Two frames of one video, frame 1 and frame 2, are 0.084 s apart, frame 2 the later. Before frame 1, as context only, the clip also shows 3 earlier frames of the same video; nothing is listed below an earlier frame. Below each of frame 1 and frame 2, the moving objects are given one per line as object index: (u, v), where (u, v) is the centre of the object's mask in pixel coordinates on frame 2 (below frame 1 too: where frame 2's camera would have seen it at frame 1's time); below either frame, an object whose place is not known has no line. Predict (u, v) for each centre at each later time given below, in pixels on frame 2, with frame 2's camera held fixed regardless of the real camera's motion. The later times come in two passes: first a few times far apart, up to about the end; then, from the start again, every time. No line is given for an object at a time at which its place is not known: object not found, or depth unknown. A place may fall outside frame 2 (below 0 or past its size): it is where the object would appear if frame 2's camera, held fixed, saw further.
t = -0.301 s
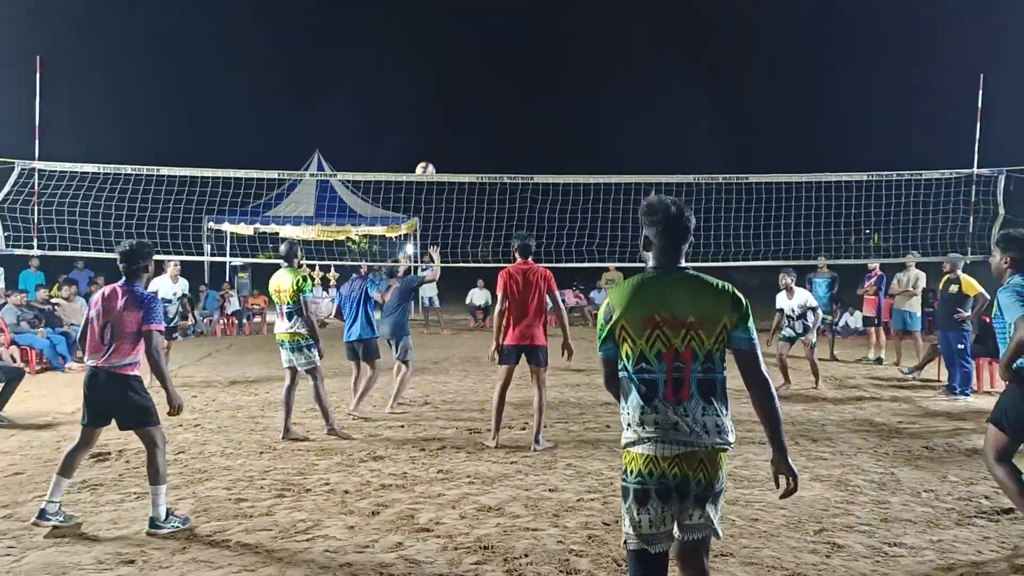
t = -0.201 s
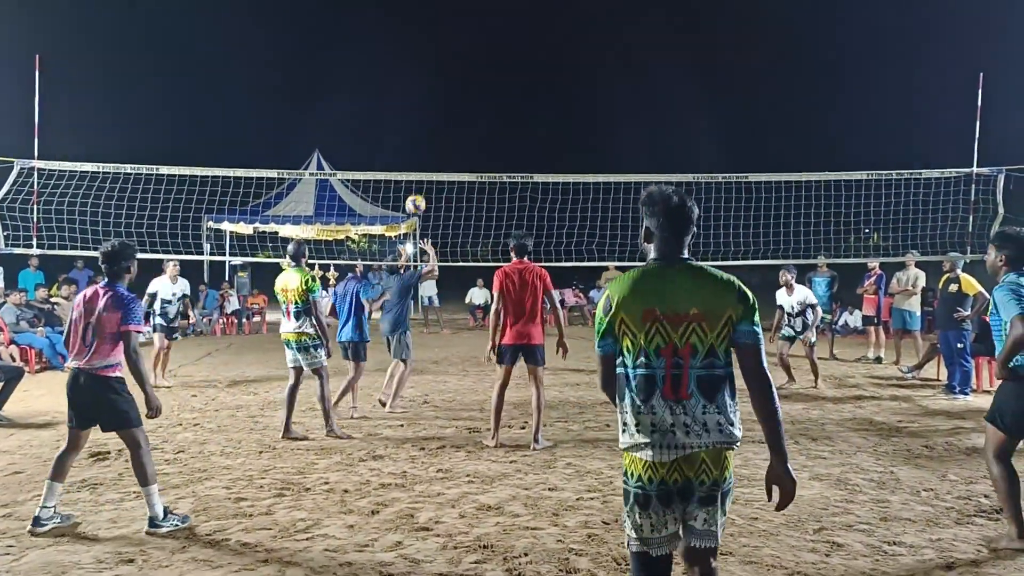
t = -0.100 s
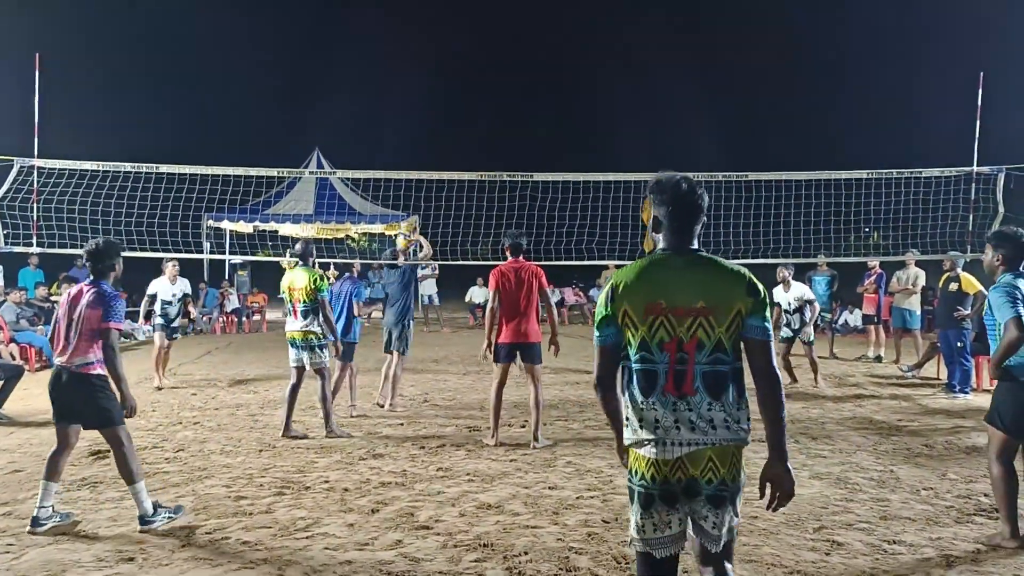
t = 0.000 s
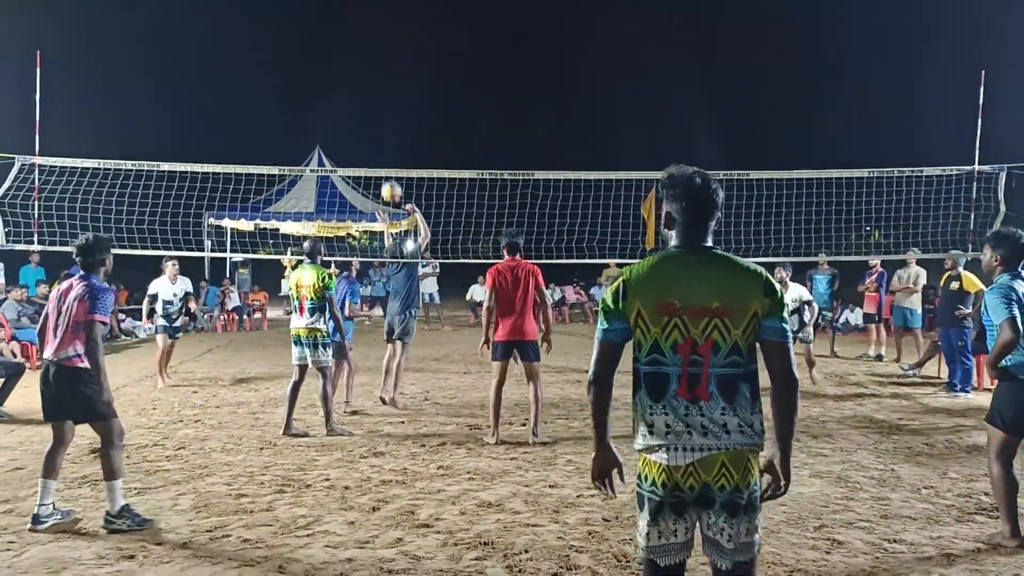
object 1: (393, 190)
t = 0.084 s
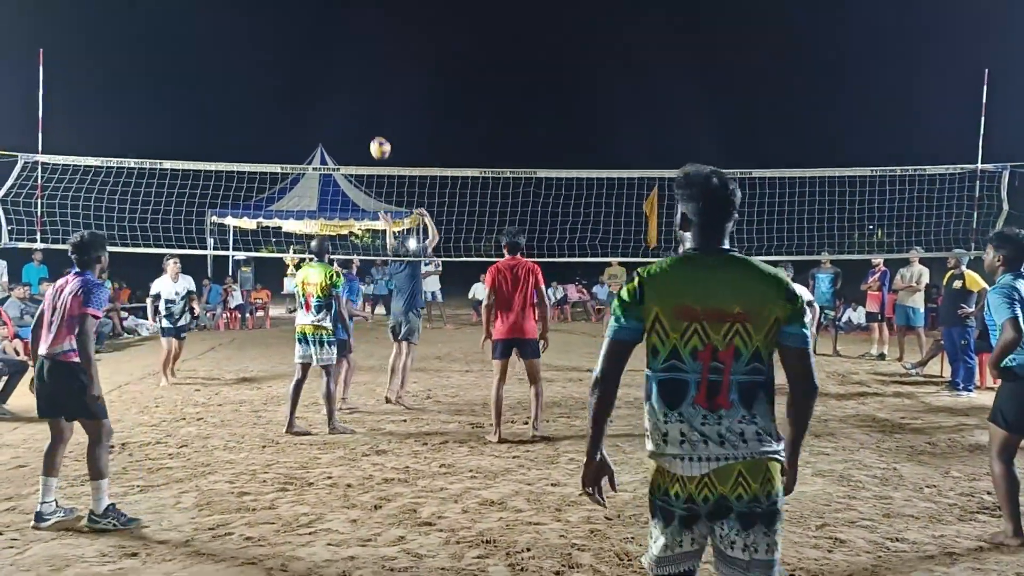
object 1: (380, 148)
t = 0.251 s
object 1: (356, 85)
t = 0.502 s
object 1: (325, 40)
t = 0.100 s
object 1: (377, 141)
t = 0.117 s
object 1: (375, 133)
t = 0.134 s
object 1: (372, 126)
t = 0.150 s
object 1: (370, 120)
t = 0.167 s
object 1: (367, 113)
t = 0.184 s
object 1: (365, 107)
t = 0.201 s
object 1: (363, 101)
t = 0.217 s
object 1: (361, 96)
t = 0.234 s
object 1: (358, 90)
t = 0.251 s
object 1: (356, 85)
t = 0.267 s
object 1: (353, 80)
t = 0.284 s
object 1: (351, 76)
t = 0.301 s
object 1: (349, 72)
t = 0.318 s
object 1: (347, 67)
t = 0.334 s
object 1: (345, 64)
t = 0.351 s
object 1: (343, 61)
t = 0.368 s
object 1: (341, 57)
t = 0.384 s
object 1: (339, 54)
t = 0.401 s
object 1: (337, 52)
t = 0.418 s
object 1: (335, 49)
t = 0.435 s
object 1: (333, 47)
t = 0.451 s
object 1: (331, 45)
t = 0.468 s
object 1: (329, 42)
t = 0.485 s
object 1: (327, 41)
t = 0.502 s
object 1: (325, 40)
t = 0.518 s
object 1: (323, 39)
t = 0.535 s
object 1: (321, 38)
